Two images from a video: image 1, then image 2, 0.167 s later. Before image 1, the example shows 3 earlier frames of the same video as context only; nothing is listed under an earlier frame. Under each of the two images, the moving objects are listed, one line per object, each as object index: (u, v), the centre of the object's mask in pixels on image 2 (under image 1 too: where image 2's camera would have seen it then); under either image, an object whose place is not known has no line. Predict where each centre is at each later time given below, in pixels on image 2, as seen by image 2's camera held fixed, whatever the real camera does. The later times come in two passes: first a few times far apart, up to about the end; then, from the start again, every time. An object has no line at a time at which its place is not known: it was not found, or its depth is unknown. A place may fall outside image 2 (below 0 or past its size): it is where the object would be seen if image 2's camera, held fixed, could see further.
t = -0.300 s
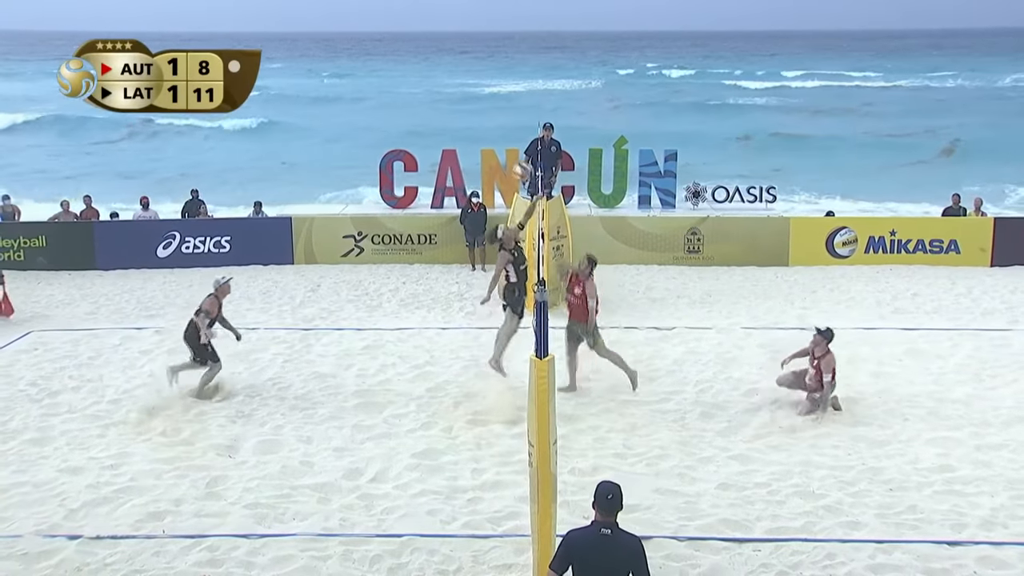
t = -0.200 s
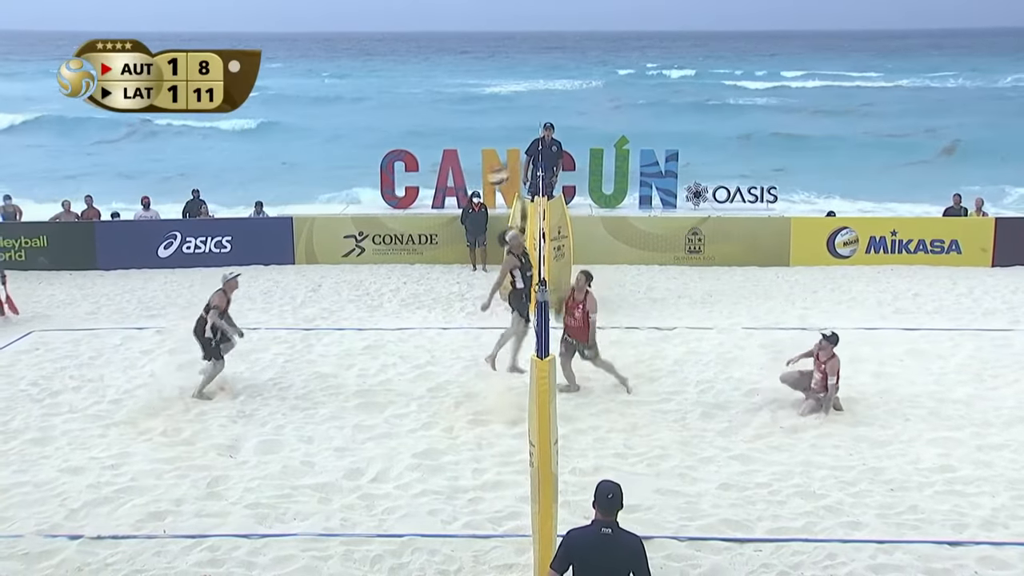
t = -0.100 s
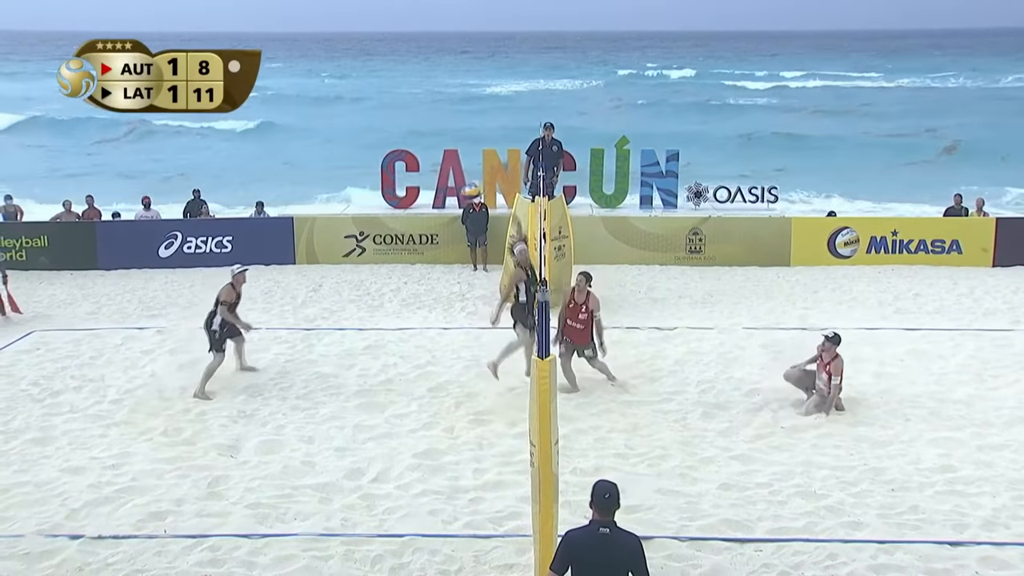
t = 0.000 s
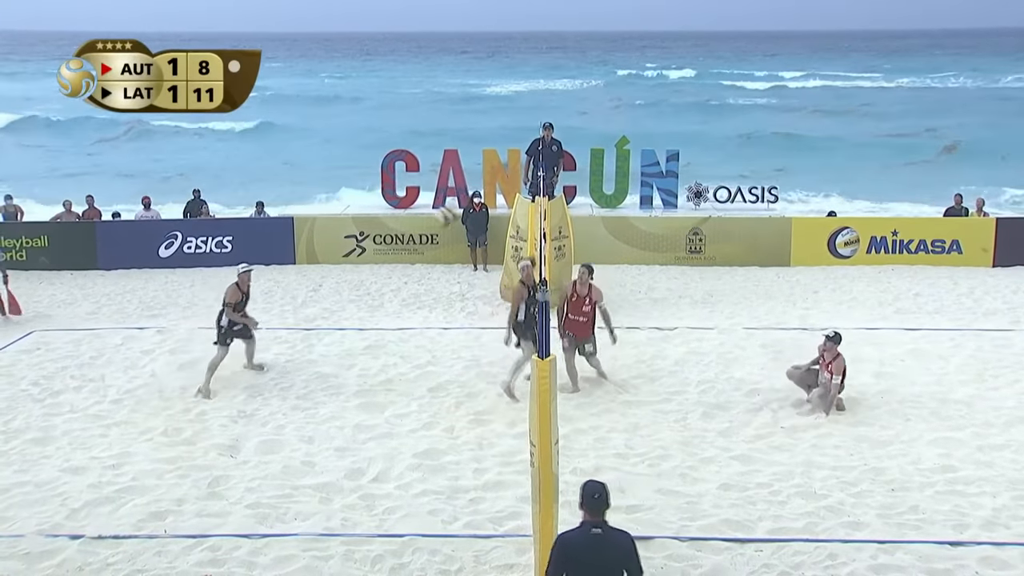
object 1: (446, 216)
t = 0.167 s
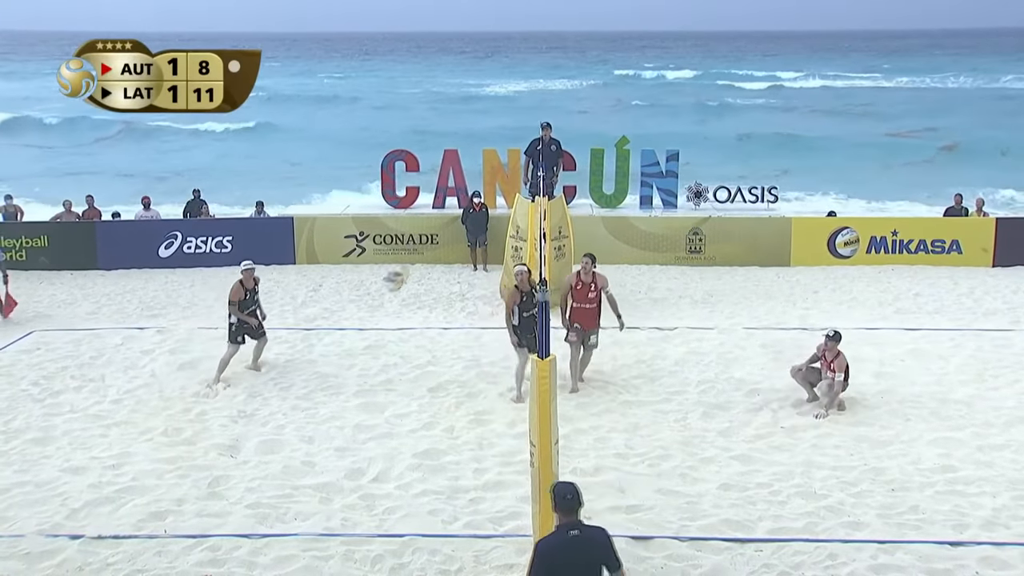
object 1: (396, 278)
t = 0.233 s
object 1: (375, 310)
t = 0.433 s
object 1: (308, 443)
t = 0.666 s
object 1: (250, 470)
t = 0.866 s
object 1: (215, 415)
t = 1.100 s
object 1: (175, 403)
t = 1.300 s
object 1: (143, 435)
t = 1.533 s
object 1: (107, 526)
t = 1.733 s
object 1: (65, 538)
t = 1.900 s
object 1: (26, 543)
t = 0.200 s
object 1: (385, 293)
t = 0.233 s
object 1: (375, 310)
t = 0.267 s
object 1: (365, 327)
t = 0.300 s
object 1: (354, 350)
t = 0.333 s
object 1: (343, 372)
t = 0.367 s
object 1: (331, 393)
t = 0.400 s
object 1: (320, 418)
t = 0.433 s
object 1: (308, 443)
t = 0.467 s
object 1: (298, 470)
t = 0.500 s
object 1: (286, 497)
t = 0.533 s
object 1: (274, 522)
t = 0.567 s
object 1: (268, 513)
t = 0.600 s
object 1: (262, 498)
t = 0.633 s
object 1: (256, 483)
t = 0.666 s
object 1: (250, 470)
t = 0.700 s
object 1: (245, 458)
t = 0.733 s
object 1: (239, 448)
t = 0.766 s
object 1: (233, 439)
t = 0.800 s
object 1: (227, 429)
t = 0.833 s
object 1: (221, 421)
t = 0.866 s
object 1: (215, 415)
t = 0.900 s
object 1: (209, 410)
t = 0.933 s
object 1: (203, 406)
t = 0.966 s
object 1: (198, 402)
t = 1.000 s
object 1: (192, 401)
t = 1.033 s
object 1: (187, 400)
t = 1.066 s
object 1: (181, 401)
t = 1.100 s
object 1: (175, 403)
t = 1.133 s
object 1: (169, 405)
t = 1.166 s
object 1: (164, 408)
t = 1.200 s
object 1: (158, 414)
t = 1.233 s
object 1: (153, 420)
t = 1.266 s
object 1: (148, 427)
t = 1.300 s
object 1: (143, 435)
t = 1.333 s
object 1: (138, 446)
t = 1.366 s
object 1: (133, 457)
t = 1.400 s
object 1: (127, 468)
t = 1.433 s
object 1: (123, 478)
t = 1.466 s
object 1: (118, 495)
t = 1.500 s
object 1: (114, 509)
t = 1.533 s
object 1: (107, 526)
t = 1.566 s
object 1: (104, 542)
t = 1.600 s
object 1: (97, 554)
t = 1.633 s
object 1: (90, 548)
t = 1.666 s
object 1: (81, 543)
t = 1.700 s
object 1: (73, 539)
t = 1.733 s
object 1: (65, 538)
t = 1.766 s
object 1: (58, 537)
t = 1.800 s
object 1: (50, 536)
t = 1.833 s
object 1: (41, 537)
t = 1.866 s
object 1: (34, 540)
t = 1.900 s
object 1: (26, 543)
